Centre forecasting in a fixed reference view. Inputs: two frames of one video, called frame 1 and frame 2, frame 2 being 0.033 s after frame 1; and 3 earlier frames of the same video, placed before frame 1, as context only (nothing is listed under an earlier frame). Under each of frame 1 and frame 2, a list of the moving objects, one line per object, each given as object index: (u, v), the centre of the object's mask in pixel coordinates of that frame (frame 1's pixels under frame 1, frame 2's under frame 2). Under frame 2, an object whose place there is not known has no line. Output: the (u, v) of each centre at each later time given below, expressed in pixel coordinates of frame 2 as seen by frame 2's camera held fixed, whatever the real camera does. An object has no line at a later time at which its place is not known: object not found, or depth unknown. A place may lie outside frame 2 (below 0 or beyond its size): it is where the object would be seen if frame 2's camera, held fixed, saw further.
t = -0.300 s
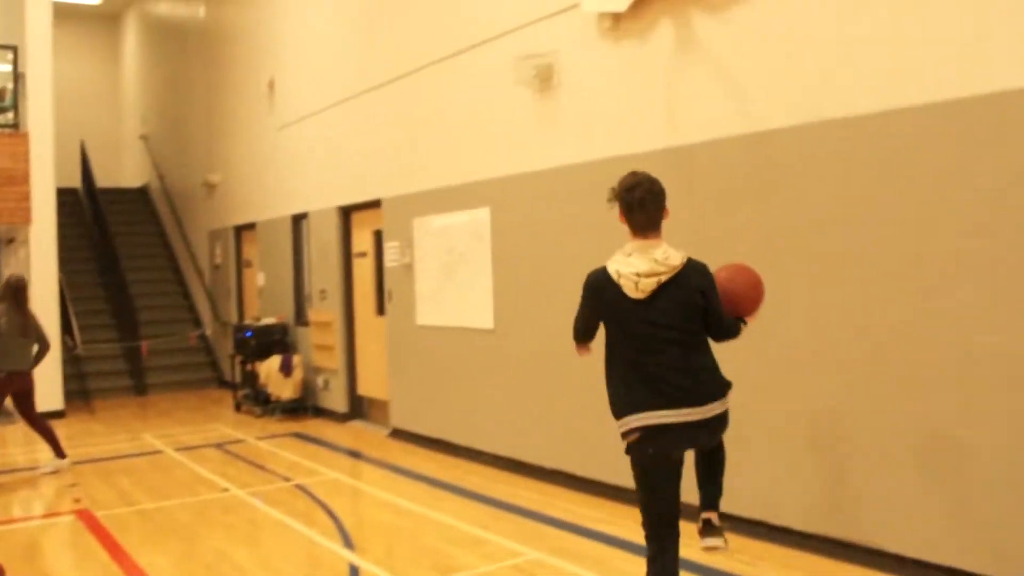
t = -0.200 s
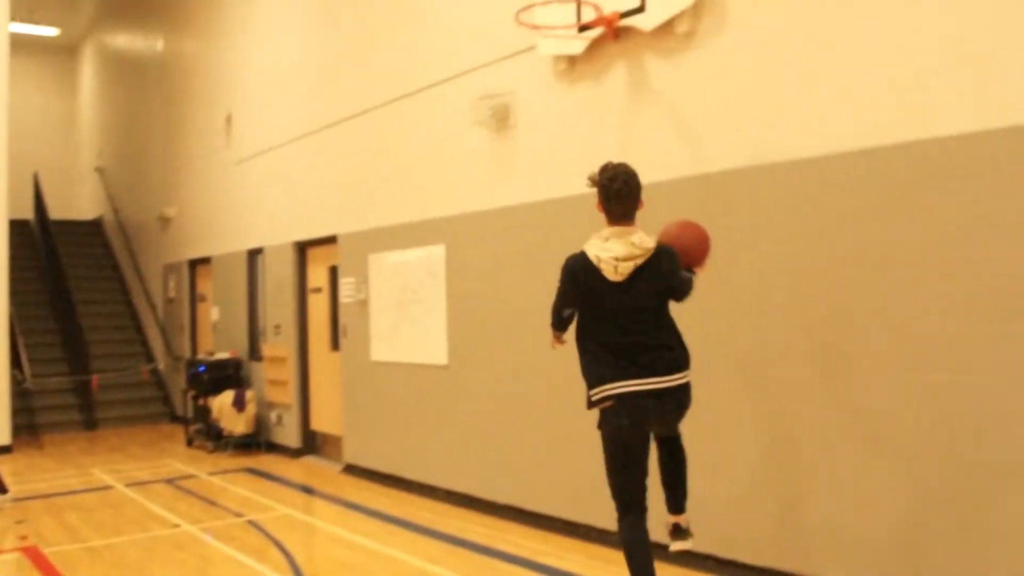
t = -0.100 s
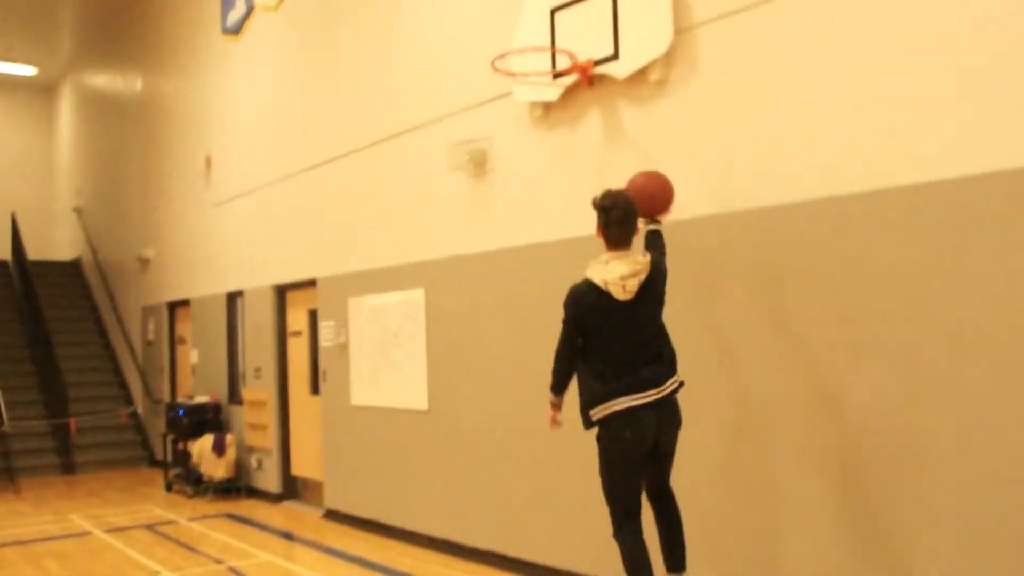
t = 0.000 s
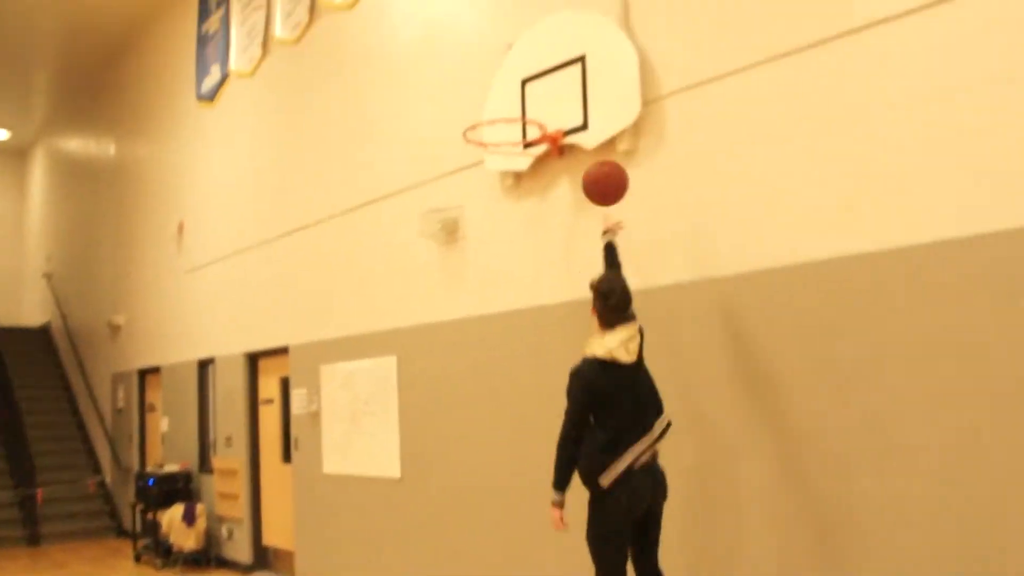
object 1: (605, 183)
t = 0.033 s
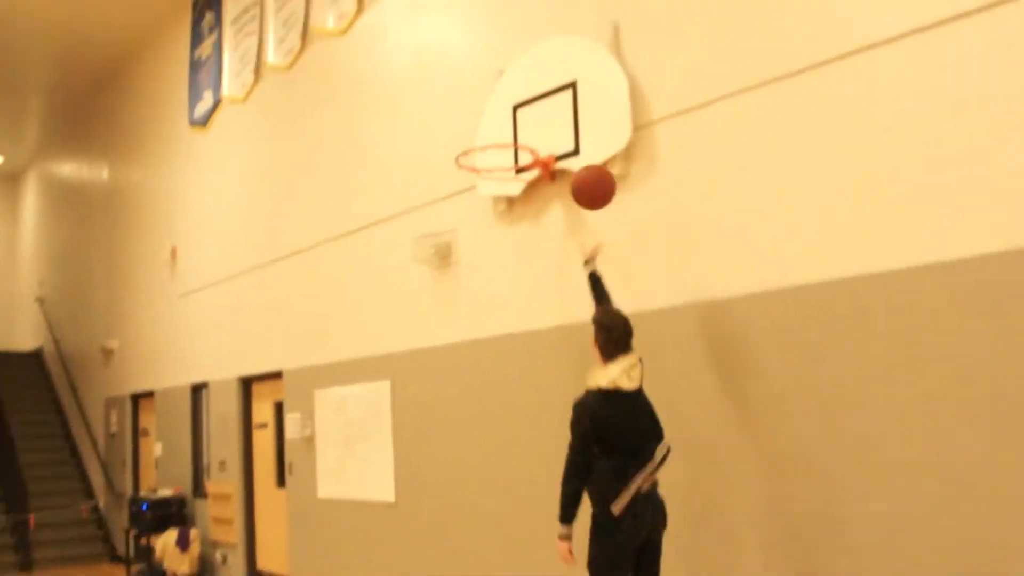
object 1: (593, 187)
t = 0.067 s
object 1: (585, 169)
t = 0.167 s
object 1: (567, 133)
